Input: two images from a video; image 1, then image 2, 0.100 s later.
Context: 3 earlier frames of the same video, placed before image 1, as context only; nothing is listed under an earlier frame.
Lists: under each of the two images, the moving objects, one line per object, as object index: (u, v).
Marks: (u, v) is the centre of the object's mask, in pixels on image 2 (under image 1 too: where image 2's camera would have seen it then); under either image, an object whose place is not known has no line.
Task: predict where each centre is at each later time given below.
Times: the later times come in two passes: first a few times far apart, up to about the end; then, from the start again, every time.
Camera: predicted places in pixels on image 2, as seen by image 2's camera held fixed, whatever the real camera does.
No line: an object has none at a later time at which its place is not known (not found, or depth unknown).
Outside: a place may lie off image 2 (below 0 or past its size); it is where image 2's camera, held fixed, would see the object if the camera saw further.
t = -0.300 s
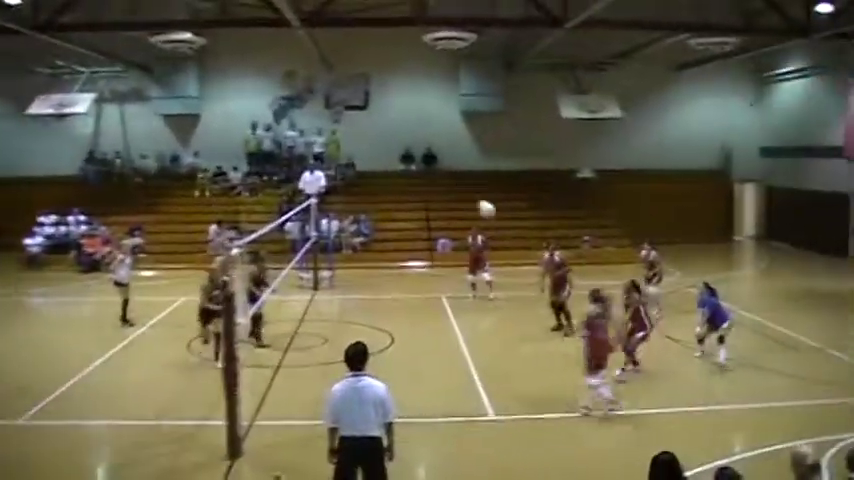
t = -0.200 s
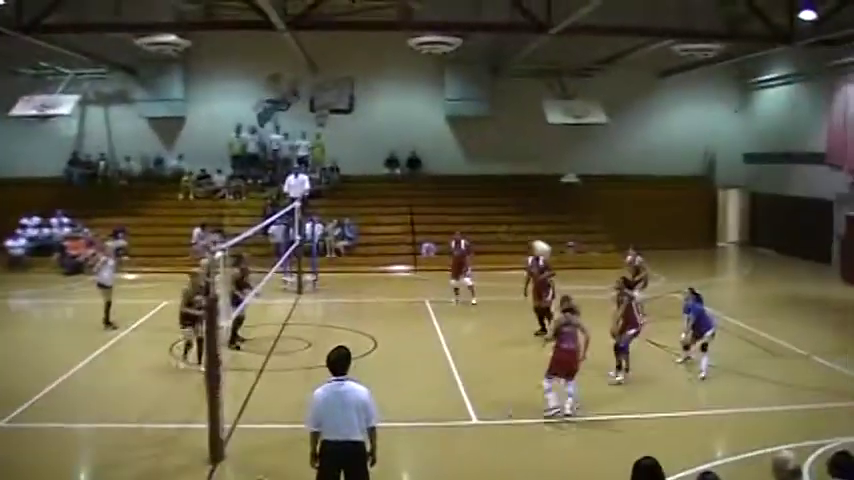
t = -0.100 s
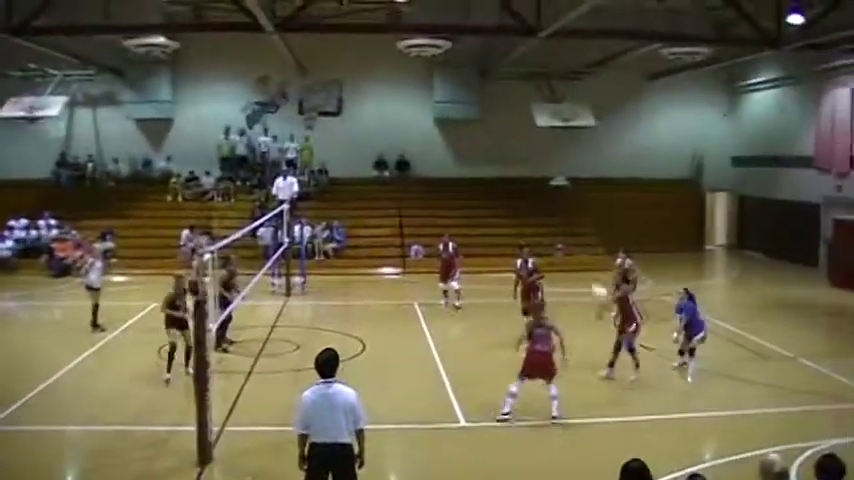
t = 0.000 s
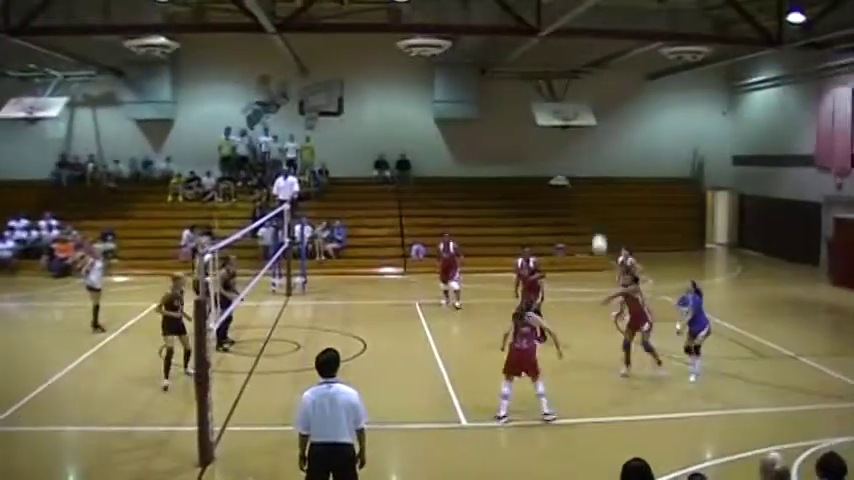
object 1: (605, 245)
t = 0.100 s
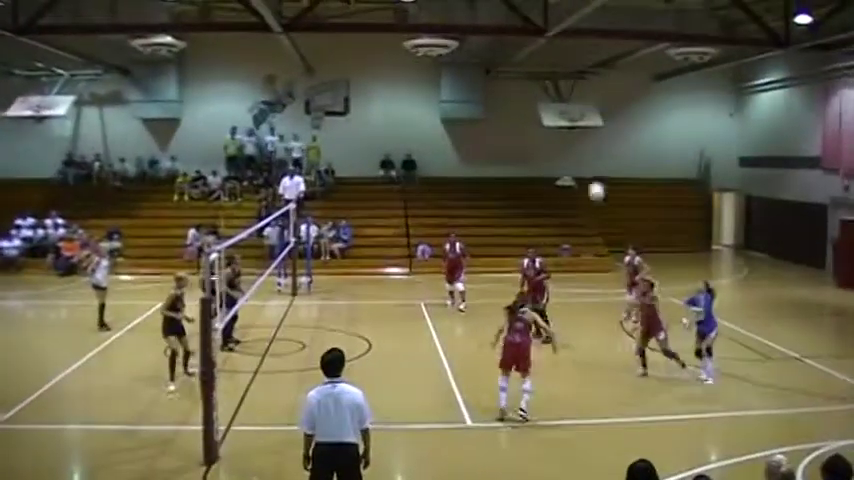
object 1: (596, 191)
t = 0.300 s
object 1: (577, 103)
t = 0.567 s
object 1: (550, 29)
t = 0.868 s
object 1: (521, 6)
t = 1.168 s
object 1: (491, 54)
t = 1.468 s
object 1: (462, 174)
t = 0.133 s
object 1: (594, 175)
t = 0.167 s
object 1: (591, 158)
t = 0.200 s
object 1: (588, 144)
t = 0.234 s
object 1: (584, 131)
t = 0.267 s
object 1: (580, 114)
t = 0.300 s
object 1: (577, 103)
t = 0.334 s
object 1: (575, 91)
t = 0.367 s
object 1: (572, 80)
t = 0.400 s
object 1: (568, 70)
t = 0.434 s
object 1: (565, 60)
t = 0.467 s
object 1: (563, 51)
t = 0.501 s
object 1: (558, 43)
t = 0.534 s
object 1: (554, 36)
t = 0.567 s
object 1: (550, 29)
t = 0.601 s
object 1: (547, 23)
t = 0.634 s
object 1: (544, 19)
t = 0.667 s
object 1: (541, 15)
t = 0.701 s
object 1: (538, 11)
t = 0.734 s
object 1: (534, 9)
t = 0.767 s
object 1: (531, 7)
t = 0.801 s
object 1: (528, 6)
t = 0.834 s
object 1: (525, 6)
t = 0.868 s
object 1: (521, 6)
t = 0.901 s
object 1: (518, 9)
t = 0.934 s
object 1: (514, 11)
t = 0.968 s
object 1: (510, 15)
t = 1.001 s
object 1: (507, 19)
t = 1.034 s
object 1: (503, 24)
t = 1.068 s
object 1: (499, 31)
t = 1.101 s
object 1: (496, 37)
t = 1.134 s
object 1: (494, 45)
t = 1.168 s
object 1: (491, 54)
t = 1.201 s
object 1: (488, 64)
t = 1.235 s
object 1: (486, 75)
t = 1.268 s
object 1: (484, 86)
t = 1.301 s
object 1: (480, 98)
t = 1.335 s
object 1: (476, 112)
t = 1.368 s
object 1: (472, 126)
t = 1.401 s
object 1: (469, 141)
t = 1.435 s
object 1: (465, 157)
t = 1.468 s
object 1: (462, 174)
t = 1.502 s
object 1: (457, 192)
